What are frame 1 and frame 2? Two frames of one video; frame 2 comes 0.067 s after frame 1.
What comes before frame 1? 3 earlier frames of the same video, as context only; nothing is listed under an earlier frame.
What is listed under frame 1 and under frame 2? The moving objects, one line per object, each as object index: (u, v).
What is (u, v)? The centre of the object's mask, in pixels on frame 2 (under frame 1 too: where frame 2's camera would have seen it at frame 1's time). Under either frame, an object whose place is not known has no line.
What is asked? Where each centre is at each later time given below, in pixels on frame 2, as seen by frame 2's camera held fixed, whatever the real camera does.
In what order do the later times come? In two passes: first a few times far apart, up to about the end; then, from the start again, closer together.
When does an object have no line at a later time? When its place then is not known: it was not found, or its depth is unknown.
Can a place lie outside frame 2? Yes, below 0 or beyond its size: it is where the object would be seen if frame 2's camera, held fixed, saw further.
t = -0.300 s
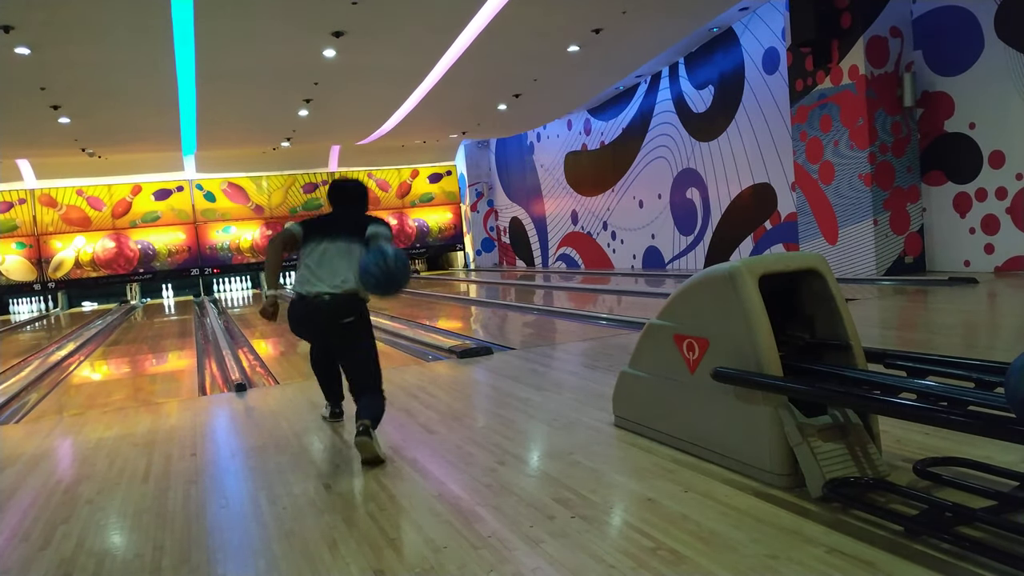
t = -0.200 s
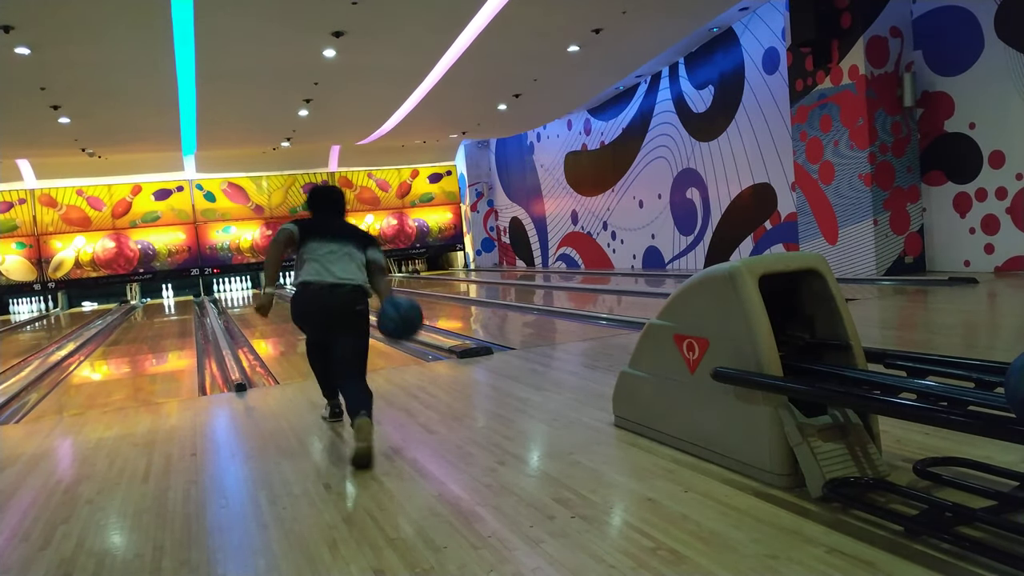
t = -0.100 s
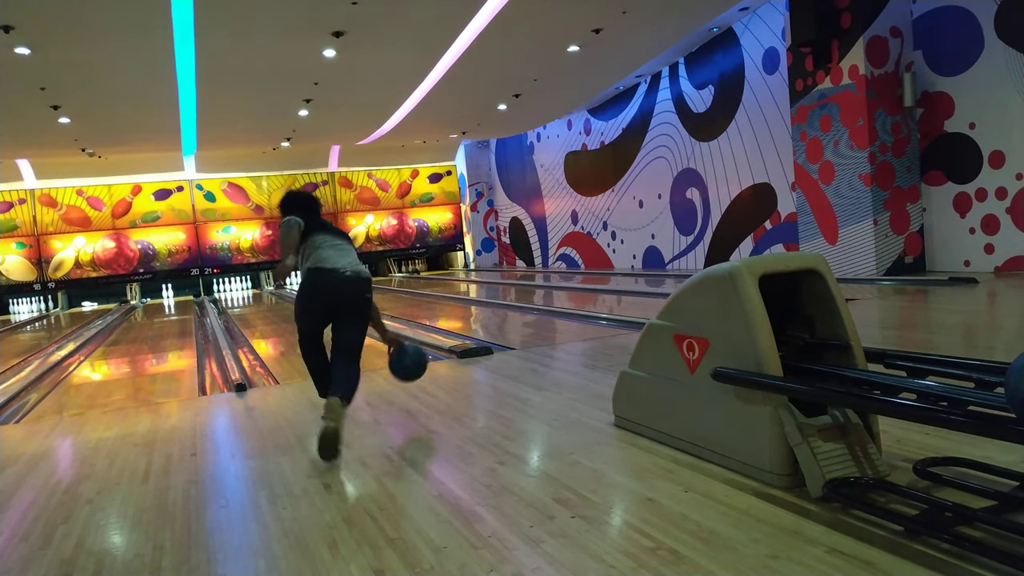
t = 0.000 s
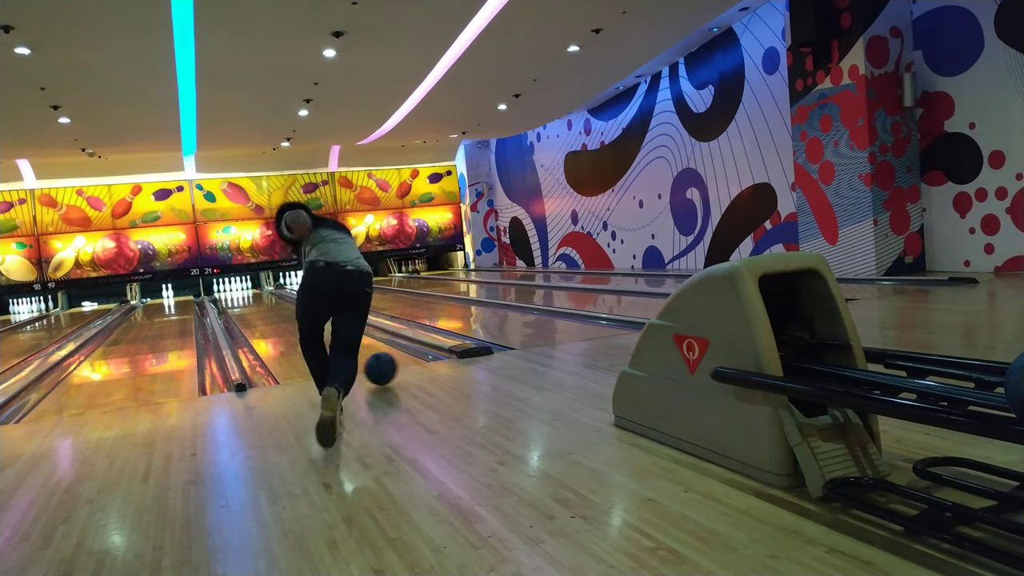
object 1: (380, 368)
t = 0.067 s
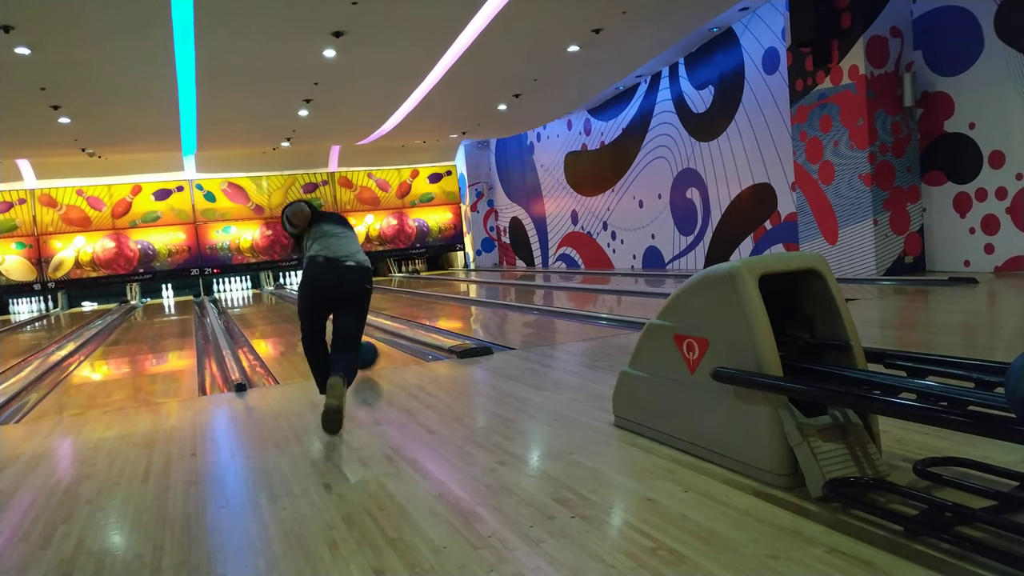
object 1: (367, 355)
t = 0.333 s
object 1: (314, 333)
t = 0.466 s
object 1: (304, 325)
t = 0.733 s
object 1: (284, 314)
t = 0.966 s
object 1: (272, 306)
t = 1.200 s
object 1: (262, 300)
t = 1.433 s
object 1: (255, 297)
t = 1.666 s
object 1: (248, 294)
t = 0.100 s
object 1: (364, 351)
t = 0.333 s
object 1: (314, 333)
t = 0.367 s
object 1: (313, 331)
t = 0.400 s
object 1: (311, 329)
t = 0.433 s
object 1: (307, 327)
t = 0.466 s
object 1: (304, 325)
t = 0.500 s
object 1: (301, 323)
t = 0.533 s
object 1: (298, 321)
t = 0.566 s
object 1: (296, 320)
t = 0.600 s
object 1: (293, 319)
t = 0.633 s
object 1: (291, 317)
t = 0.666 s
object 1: (288, 316)
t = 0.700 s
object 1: (286, 314)
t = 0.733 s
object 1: (284, 314)
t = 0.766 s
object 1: (282, 312)
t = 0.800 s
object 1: (280, 311)
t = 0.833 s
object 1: (278, 309)
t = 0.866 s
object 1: (277, 309)
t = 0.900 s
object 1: (275, 308)
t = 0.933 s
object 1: (273, 307)
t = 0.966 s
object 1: (272, 306)
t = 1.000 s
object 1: (270, 305)
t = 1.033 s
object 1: (269, 304)
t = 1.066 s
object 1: (267, 303)
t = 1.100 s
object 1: (266, 303)
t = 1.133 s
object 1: (265, 302)
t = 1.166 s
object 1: (263, 301)
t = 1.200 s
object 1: (262, 300)
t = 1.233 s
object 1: (261, 300)
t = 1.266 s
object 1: (259, 299)
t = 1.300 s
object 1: (258, 299)
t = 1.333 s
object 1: (257, 298)
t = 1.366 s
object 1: (256, 298)
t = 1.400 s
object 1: (255, 297)
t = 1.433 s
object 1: (255, 297)
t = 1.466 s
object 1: (254, 296)
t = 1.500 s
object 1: (252, 296)
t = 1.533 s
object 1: (251, 295)
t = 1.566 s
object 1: (251, 295)
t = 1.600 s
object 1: (250, 295)
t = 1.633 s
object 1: (249, 294)
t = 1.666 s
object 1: (248, 294)
